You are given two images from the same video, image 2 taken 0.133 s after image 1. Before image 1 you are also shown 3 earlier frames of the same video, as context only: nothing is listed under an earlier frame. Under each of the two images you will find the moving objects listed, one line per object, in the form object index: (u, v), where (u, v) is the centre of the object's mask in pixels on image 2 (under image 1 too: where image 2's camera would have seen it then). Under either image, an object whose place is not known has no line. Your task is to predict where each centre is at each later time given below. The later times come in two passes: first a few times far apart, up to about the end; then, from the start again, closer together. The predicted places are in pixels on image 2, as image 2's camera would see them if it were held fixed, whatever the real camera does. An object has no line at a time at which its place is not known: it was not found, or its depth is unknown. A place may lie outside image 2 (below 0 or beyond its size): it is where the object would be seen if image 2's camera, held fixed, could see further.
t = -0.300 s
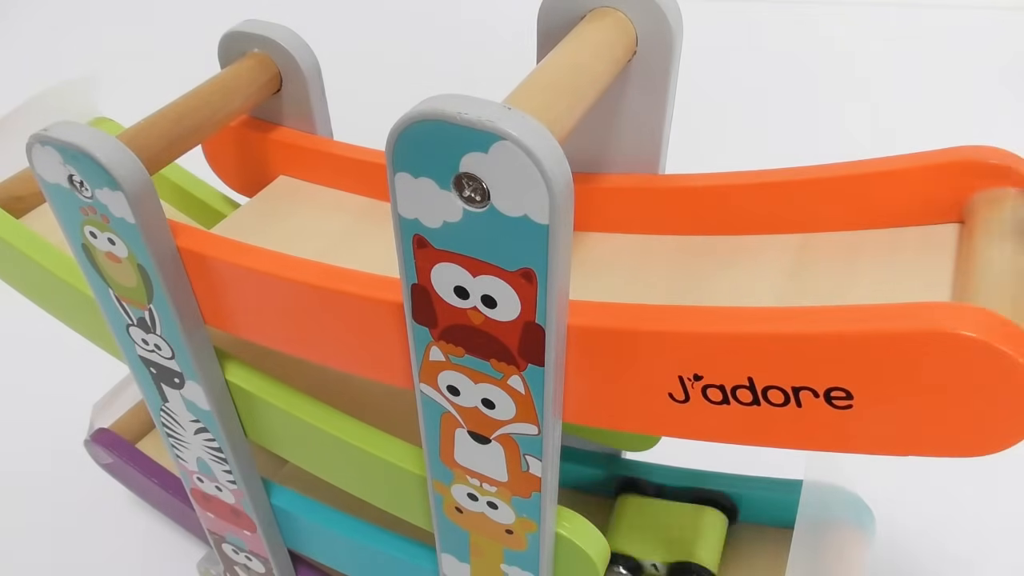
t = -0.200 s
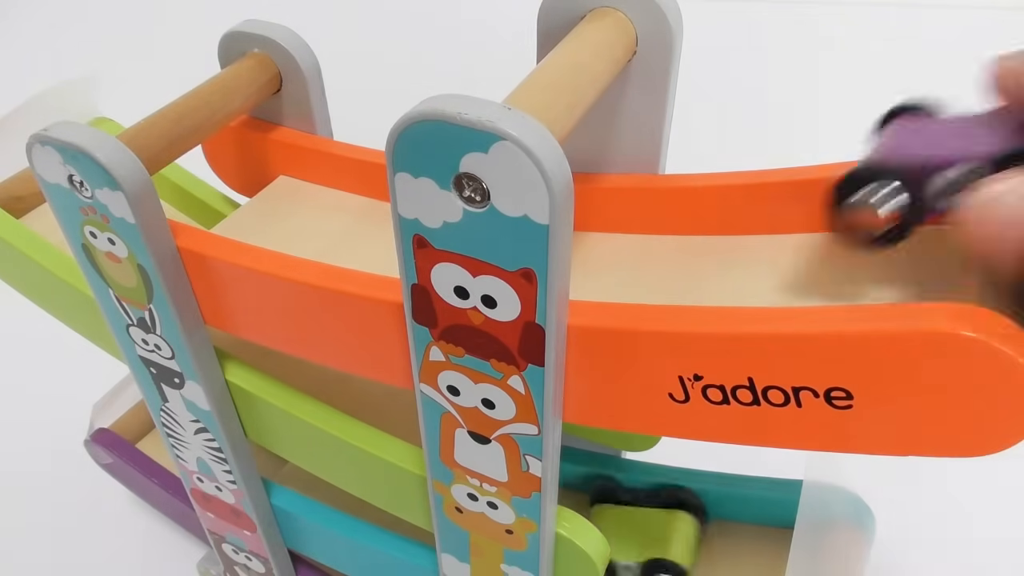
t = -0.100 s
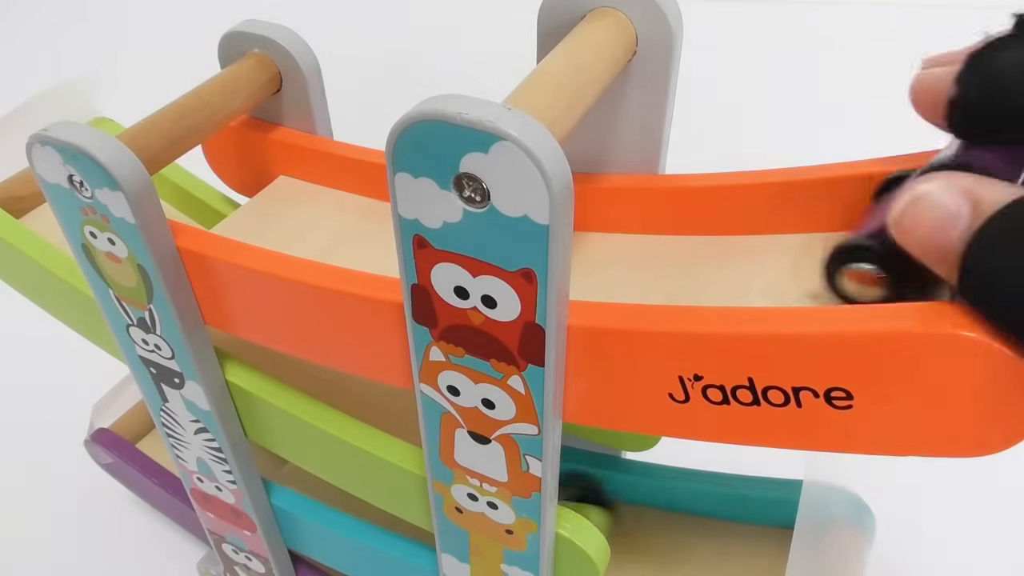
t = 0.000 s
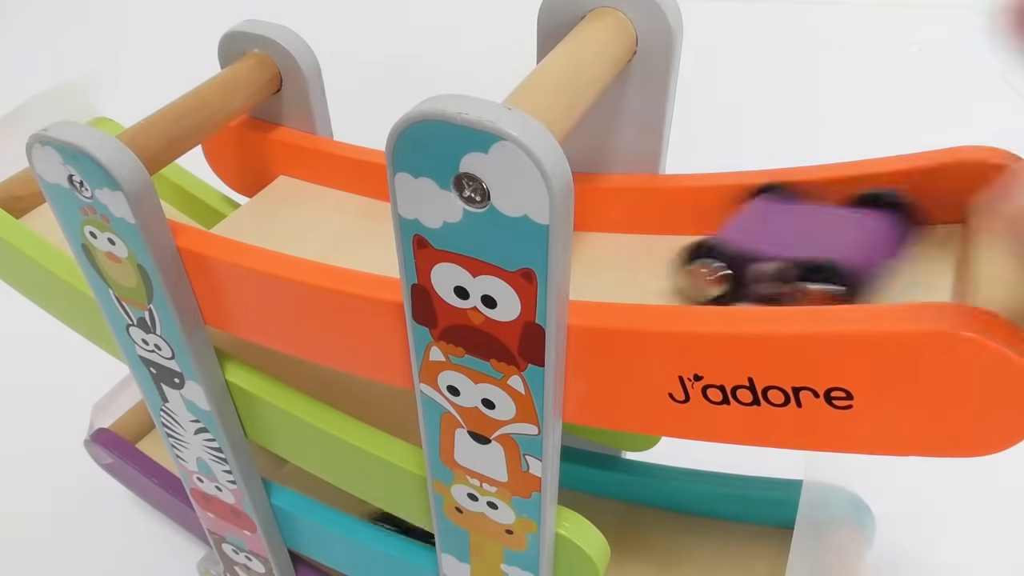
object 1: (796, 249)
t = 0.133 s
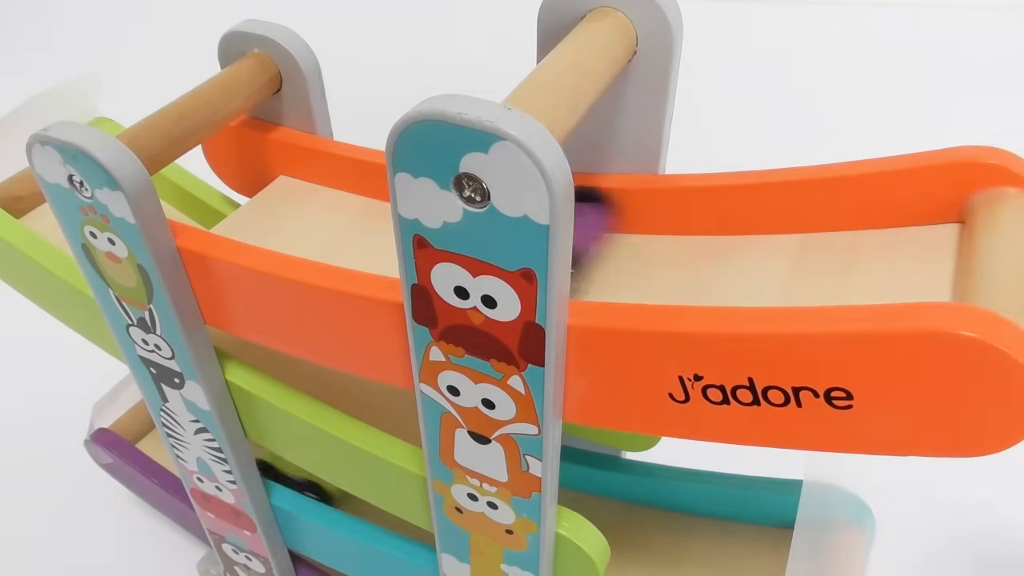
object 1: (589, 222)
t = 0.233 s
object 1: (331, 207)
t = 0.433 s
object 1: (177, 208)
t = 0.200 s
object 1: (360, 223)
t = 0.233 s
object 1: (331, 207)
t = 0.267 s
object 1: (284, 192)
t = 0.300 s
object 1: (237, 183)
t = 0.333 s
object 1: (209, 178)
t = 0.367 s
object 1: (183, 192)
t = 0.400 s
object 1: (180, 203)
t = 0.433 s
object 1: (177, 208)
